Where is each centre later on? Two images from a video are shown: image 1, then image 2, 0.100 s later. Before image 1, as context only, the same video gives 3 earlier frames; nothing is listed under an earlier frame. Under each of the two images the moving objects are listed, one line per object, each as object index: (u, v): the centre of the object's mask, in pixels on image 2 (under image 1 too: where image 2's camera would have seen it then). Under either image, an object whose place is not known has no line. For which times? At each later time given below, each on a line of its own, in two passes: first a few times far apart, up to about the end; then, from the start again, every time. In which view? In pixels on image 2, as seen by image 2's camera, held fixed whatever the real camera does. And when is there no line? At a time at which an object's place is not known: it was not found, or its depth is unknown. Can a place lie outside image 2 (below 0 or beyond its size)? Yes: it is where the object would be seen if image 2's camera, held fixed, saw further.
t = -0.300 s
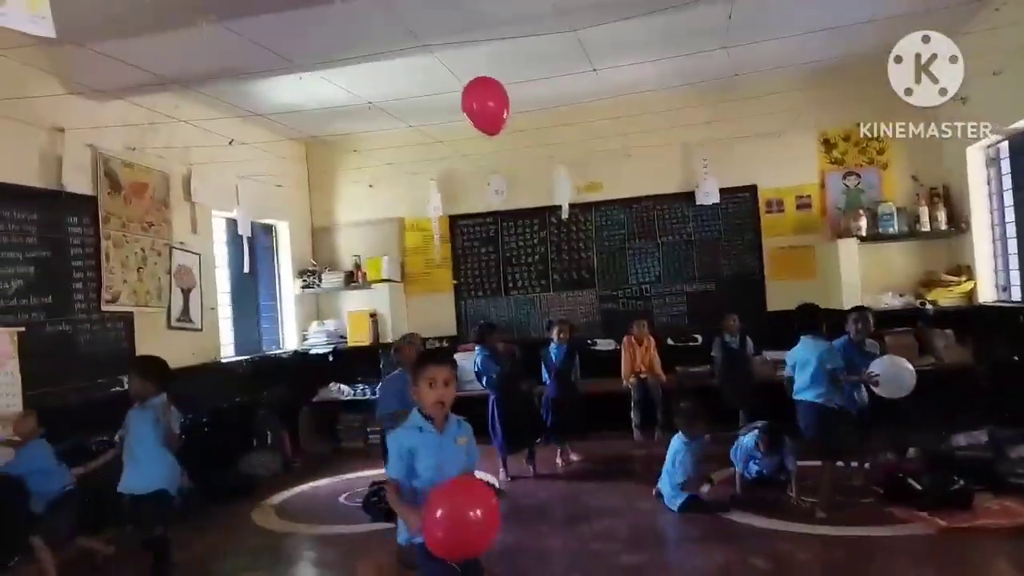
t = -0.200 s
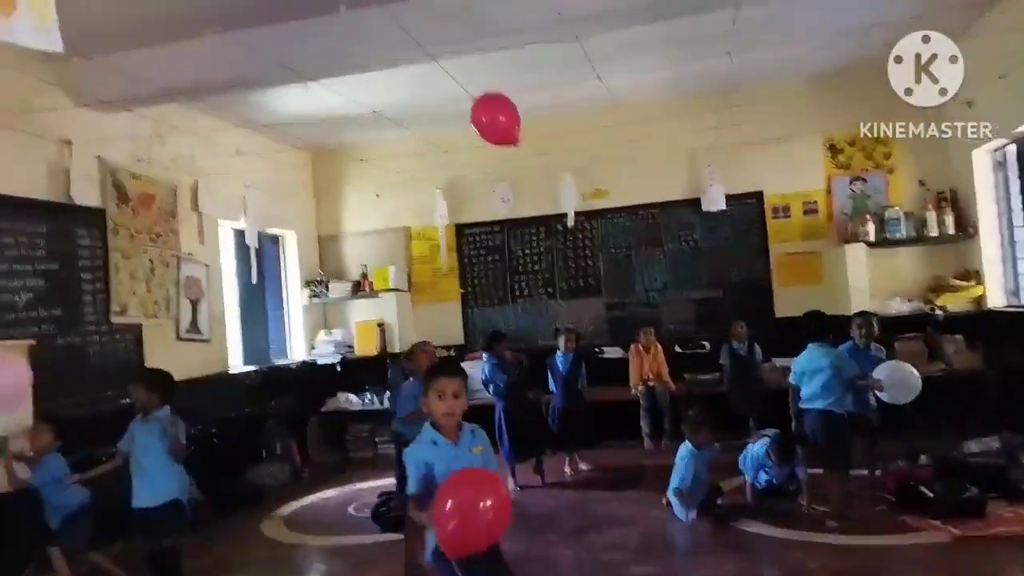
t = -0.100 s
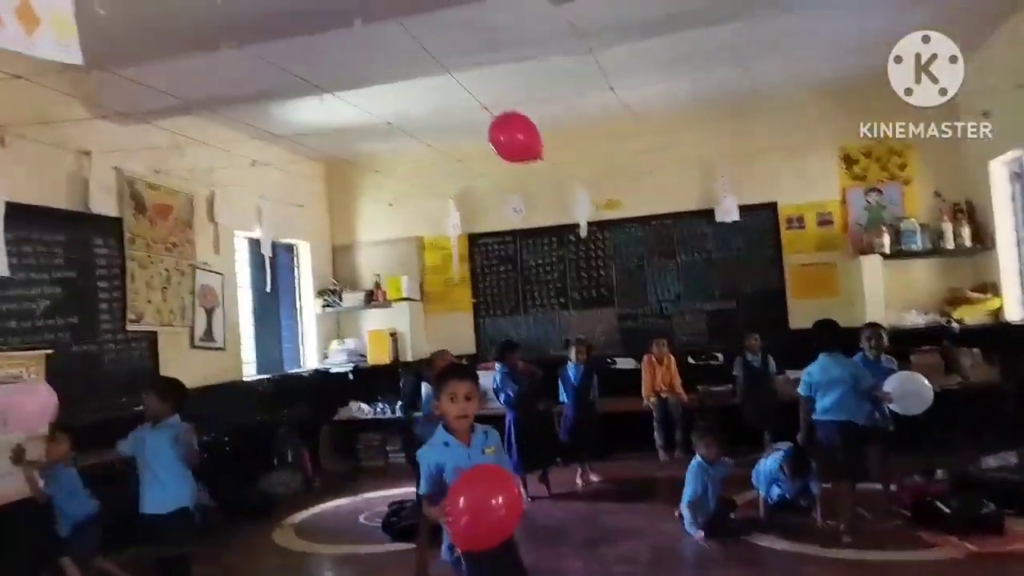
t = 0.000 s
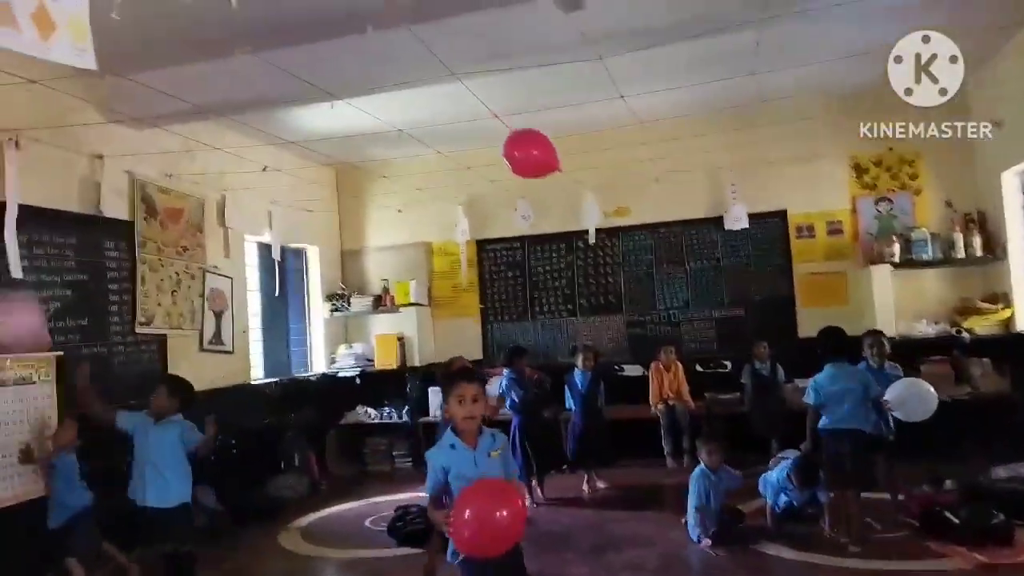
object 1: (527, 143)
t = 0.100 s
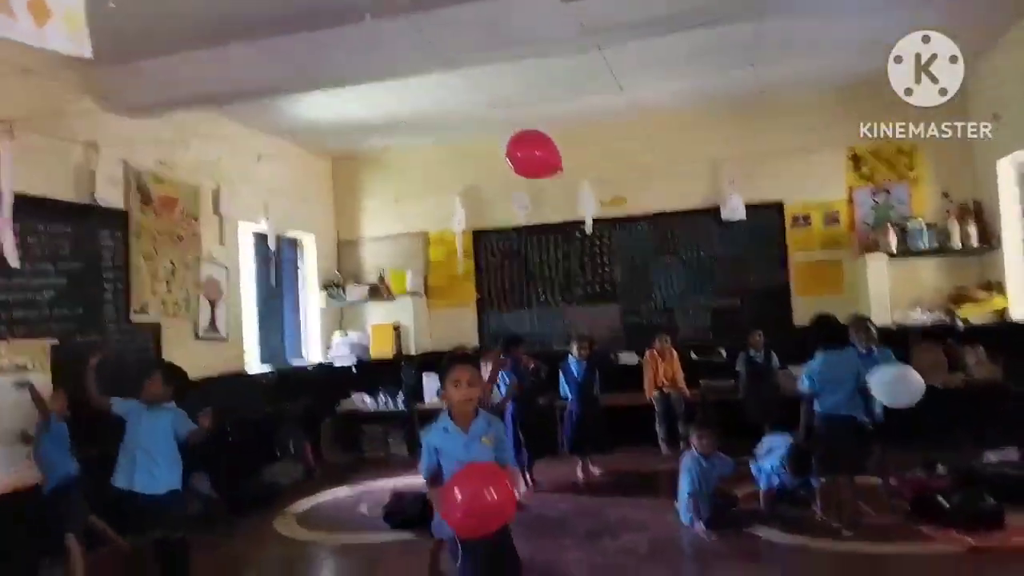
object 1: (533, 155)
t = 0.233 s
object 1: (540, 173)
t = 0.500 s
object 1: (558, 220)
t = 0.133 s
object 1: (535, 159)
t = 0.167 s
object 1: (537, 163)
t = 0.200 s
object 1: (538, 167)
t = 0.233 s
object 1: (540, 173)
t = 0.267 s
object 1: (543, 178)
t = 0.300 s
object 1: (545, 183)
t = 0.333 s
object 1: (547, 188)
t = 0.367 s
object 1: (549, 194)
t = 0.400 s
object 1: (551, 200)
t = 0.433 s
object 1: (553, 206)
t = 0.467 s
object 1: (555, 213)
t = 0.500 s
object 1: (558, 220)
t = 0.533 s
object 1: (560, 226)
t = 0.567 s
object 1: (562, 231)
